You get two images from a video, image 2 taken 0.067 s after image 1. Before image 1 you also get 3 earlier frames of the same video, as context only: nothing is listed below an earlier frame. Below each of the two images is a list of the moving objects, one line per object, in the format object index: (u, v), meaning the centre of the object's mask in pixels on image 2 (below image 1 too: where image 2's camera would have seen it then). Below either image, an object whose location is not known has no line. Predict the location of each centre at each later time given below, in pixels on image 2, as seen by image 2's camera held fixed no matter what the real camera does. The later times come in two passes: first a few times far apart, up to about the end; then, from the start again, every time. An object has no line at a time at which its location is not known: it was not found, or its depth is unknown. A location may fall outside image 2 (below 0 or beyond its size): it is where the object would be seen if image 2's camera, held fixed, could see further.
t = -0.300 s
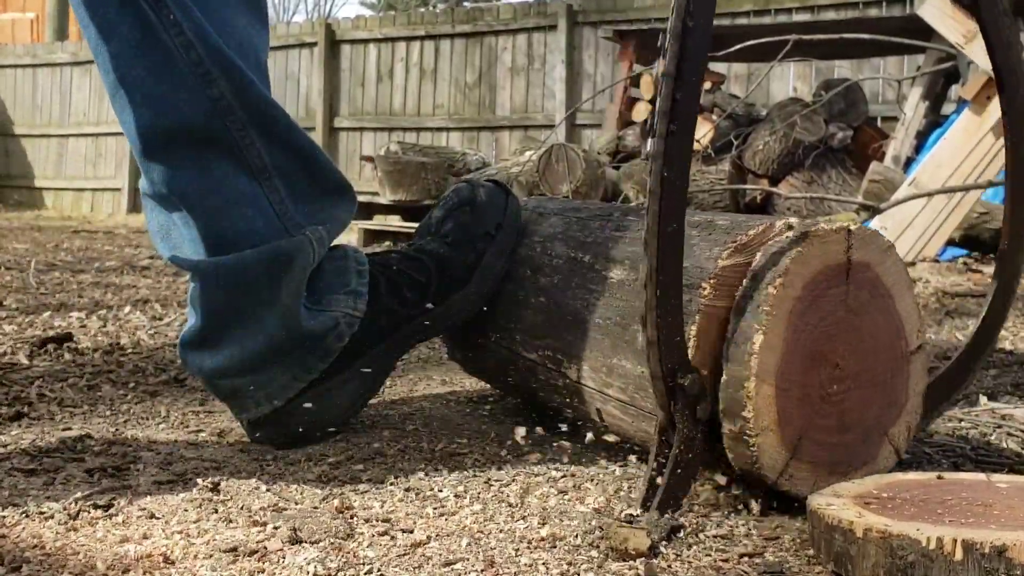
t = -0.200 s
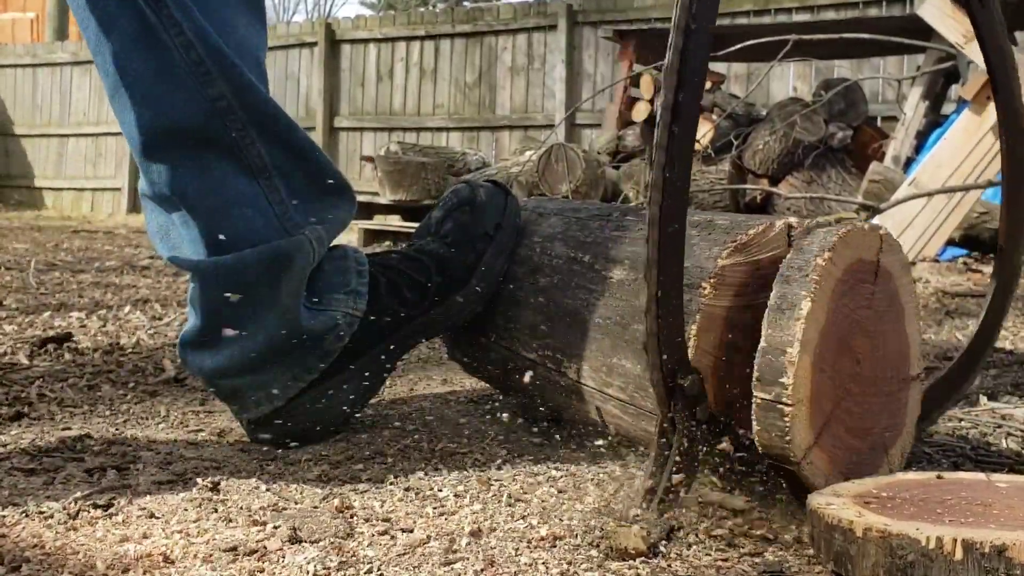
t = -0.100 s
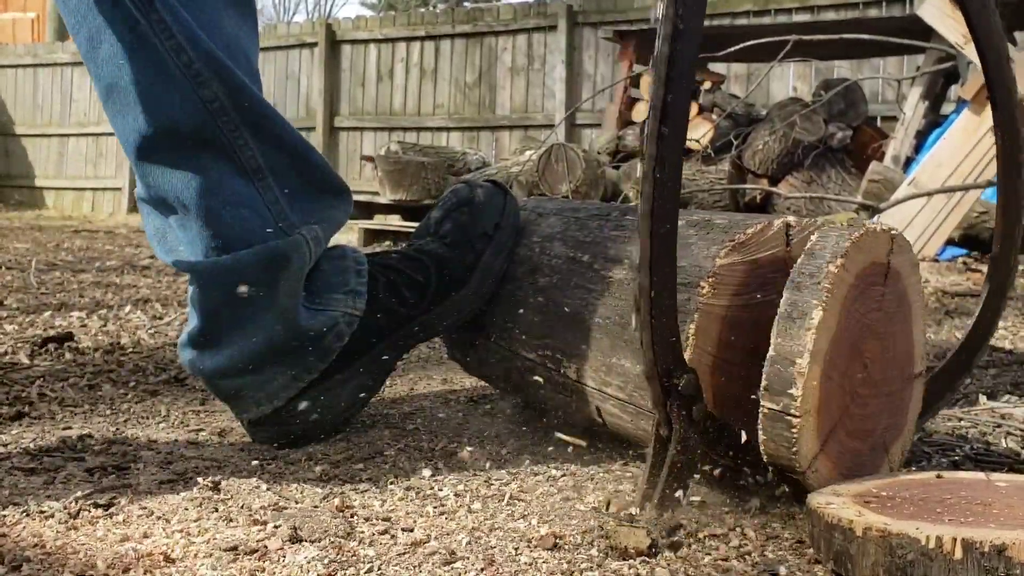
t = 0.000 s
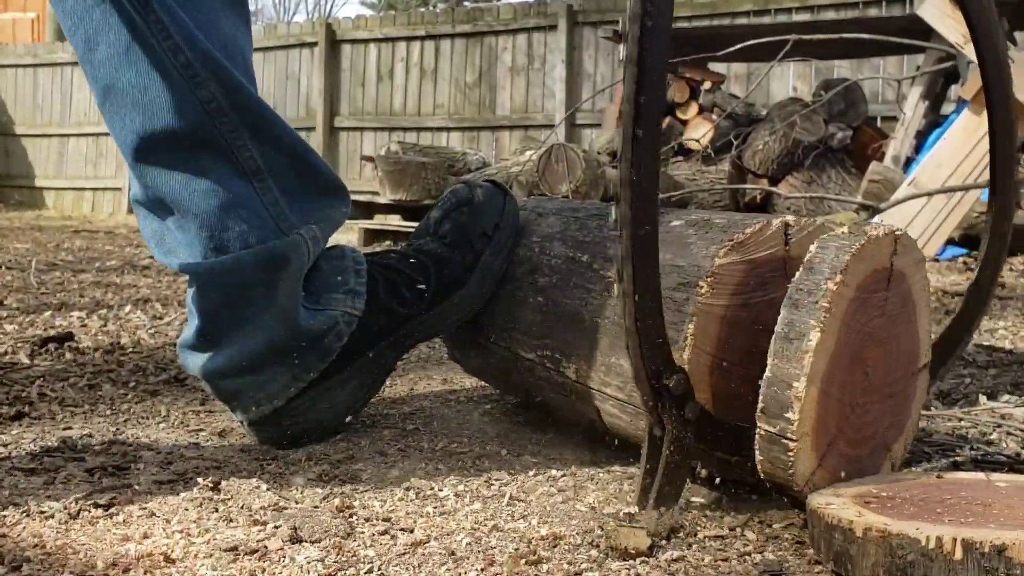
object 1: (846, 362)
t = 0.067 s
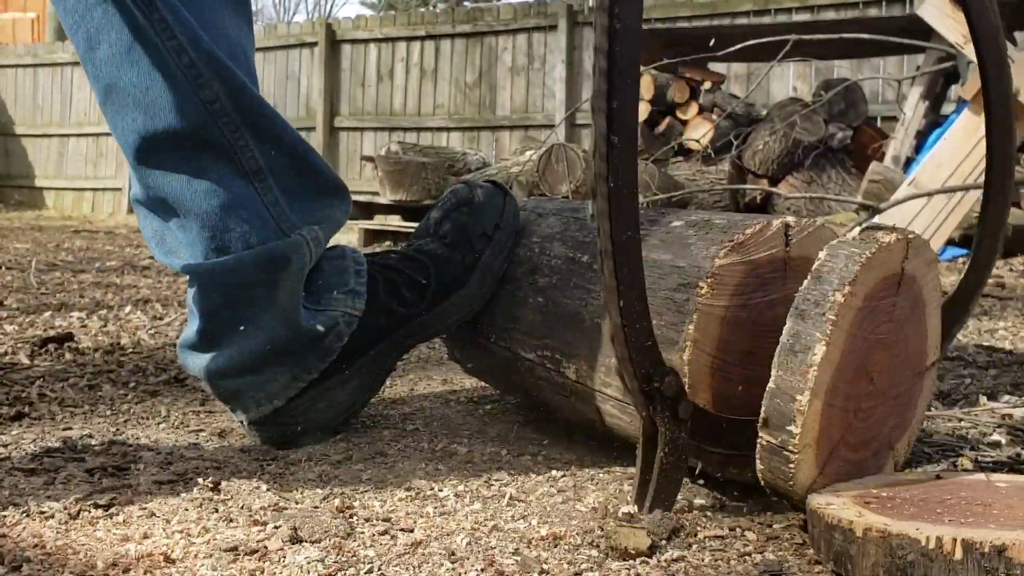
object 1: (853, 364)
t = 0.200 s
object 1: (881, 372)
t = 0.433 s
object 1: (893, 463)
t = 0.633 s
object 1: (896, 469)
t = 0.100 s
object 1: (857, 365)
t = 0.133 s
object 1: (863, 366)
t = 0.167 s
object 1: (872, 368)
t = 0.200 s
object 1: (881, 372)
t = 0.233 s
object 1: (894, 375)
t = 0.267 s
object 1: (903, 385)
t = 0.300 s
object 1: (904, 402)
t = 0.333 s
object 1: (903, 424)
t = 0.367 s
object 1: (898, 454)
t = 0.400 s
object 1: (903, 461)
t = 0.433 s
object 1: (893, 463)
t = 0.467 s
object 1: (891, 461)
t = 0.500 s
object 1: (896, 468)
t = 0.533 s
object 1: (897, 469)
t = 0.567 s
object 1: (896, 469)
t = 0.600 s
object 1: (896, 469)
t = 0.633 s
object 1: (896, 469)
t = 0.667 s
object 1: (897, 469)
